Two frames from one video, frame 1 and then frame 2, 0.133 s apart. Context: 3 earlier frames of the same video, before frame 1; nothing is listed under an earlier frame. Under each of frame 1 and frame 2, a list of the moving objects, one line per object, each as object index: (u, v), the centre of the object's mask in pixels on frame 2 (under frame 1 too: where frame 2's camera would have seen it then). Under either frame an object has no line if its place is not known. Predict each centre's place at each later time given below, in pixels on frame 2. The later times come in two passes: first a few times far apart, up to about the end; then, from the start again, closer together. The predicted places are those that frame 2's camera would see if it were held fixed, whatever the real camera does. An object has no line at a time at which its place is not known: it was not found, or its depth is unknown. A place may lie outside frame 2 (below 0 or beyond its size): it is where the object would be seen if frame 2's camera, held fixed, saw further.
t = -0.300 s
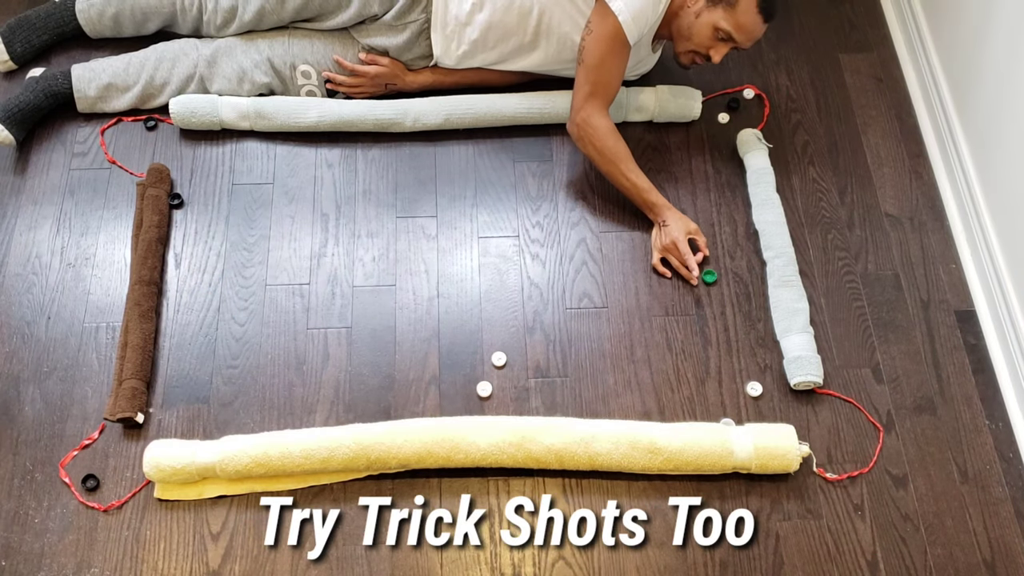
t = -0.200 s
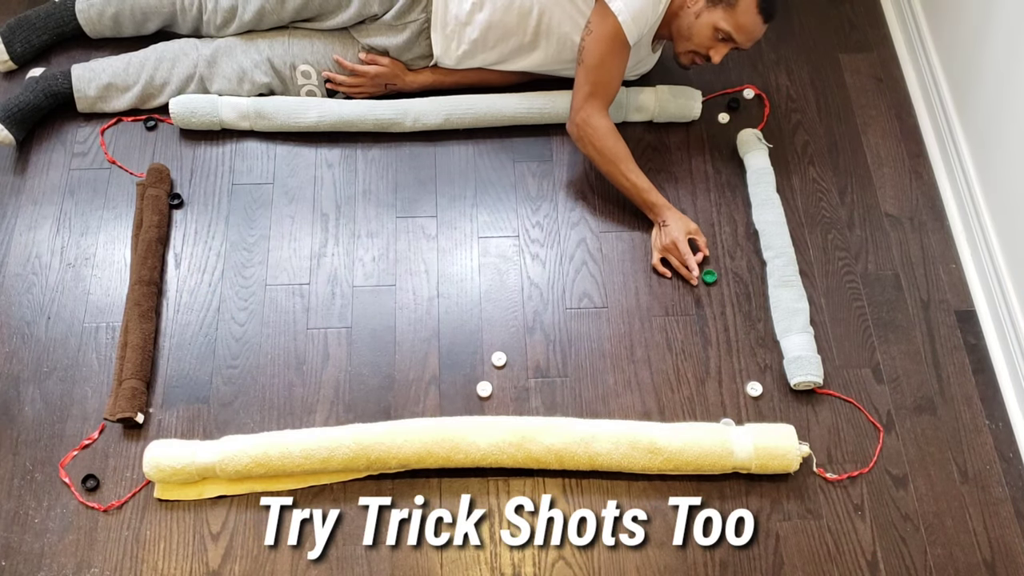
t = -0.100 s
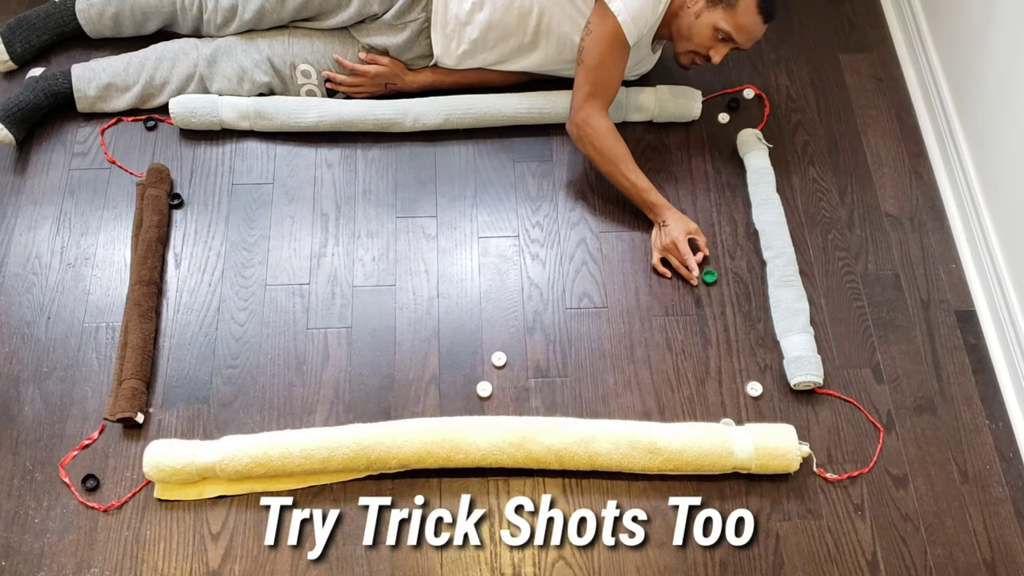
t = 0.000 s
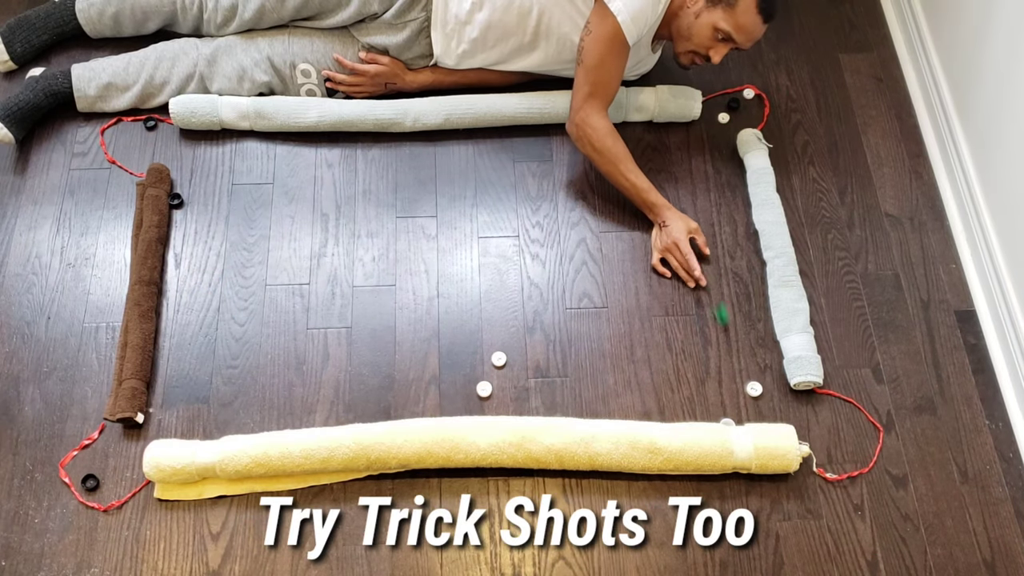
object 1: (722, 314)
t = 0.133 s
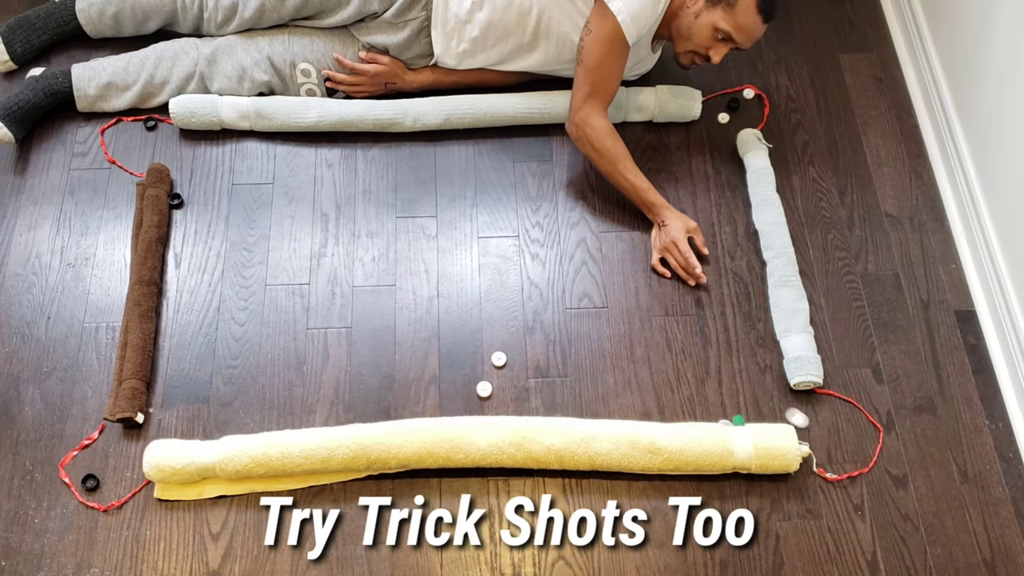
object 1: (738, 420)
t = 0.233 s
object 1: (731, 414)
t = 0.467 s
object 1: (726, 405)
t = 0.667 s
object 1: (724, 405)
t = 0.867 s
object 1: (722, 405)
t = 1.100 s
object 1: (722, 404)
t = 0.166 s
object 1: (736, 419)
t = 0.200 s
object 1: (733, 418)
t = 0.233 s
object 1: (731, 414)
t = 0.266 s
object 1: (729, 411)
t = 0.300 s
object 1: (729, 409)
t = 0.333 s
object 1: (729, 406)
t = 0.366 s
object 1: (727, 405)
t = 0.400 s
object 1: (727, 404)
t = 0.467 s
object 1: (726, 405)
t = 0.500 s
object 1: (725, 405)
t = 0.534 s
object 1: (726, 405)
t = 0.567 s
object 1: (725, 405)
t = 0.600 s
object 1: (725, 405)
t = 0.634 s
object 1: (724, 405)
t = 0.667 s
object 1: (724, 405)
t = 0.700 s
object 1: (723, 405)
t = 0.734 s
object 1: (723, 405)
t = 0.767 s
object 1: (723, 405)
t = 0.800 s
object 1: (722, 405)
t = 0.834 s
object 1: (722, 405)
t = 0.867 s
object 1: (722, 405)
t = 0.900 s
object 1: (722, 404)
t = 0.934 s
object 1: (722, 405)
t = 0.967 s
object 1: (722, 405)
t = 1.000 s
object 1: (722, 404)
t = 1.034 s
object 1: (722, 405)
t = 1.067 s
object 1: (722, 405)
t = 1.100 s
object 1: (722, 404)
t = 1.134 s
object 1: (722, 404)
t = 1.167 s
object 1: (722, 404)
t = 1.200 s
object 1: (722, 404)
